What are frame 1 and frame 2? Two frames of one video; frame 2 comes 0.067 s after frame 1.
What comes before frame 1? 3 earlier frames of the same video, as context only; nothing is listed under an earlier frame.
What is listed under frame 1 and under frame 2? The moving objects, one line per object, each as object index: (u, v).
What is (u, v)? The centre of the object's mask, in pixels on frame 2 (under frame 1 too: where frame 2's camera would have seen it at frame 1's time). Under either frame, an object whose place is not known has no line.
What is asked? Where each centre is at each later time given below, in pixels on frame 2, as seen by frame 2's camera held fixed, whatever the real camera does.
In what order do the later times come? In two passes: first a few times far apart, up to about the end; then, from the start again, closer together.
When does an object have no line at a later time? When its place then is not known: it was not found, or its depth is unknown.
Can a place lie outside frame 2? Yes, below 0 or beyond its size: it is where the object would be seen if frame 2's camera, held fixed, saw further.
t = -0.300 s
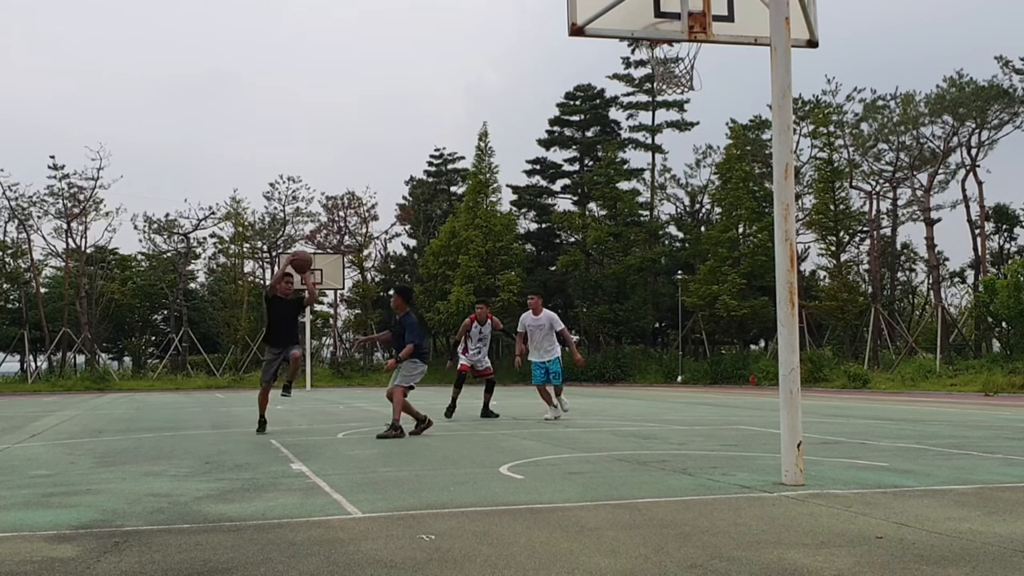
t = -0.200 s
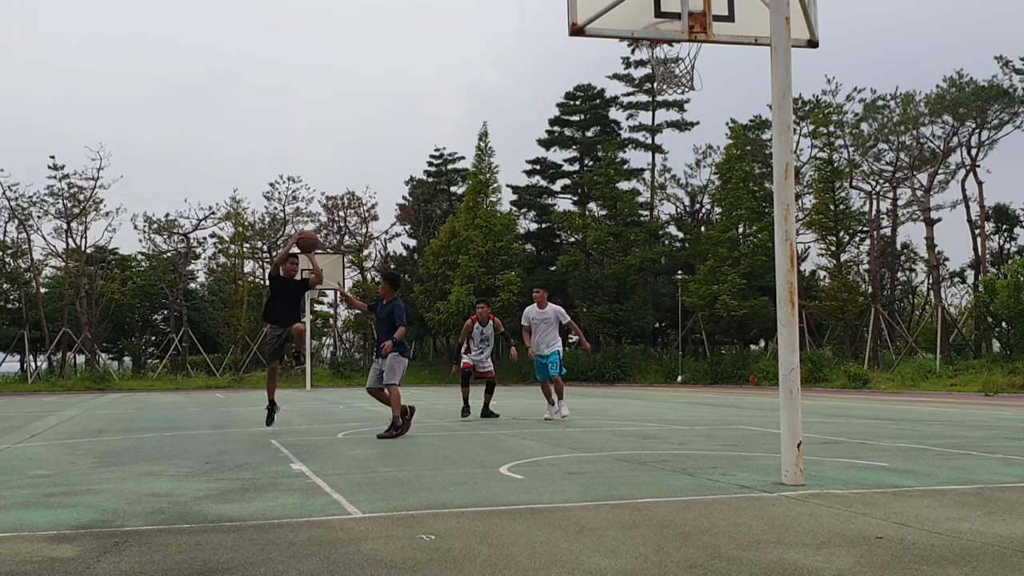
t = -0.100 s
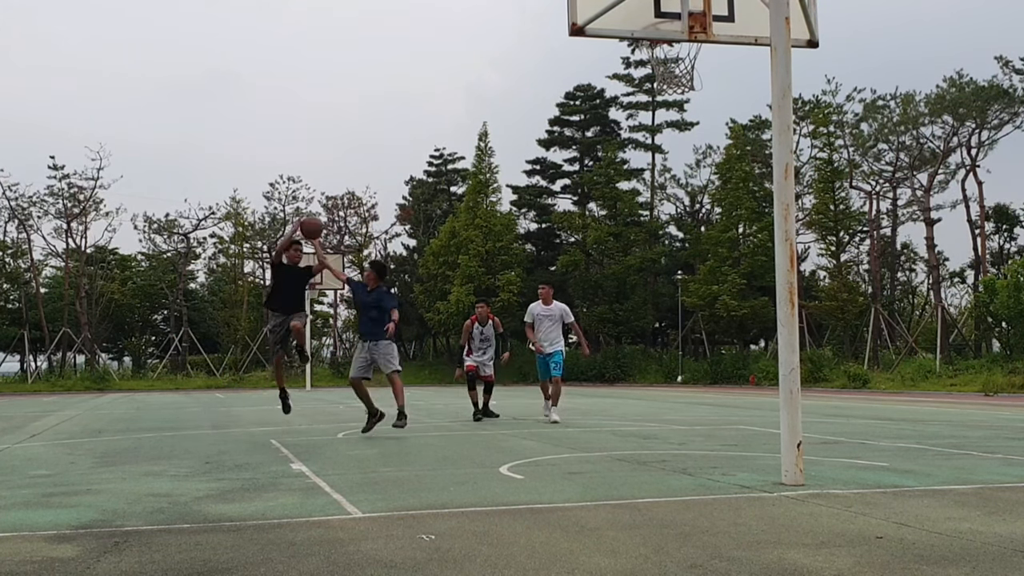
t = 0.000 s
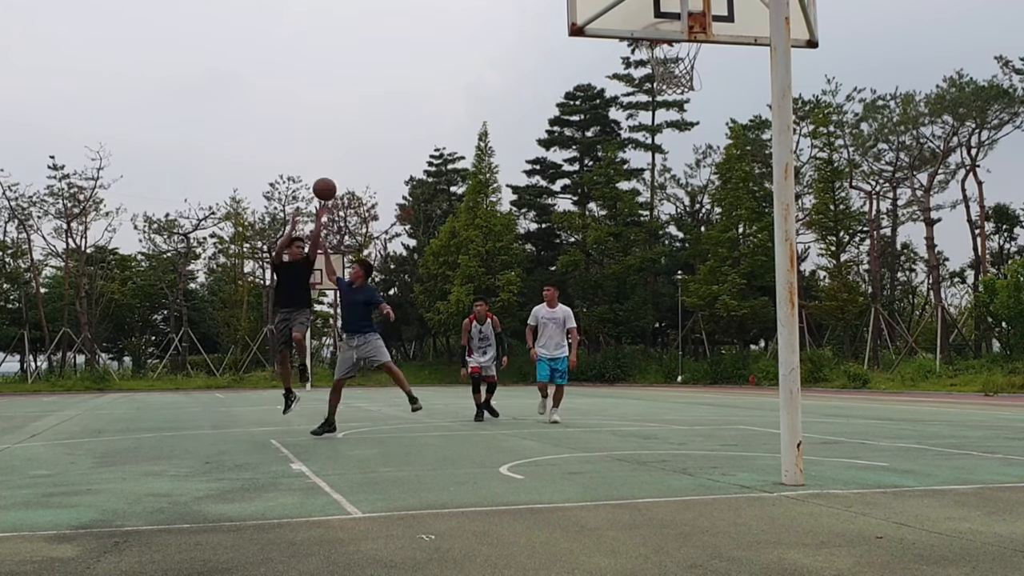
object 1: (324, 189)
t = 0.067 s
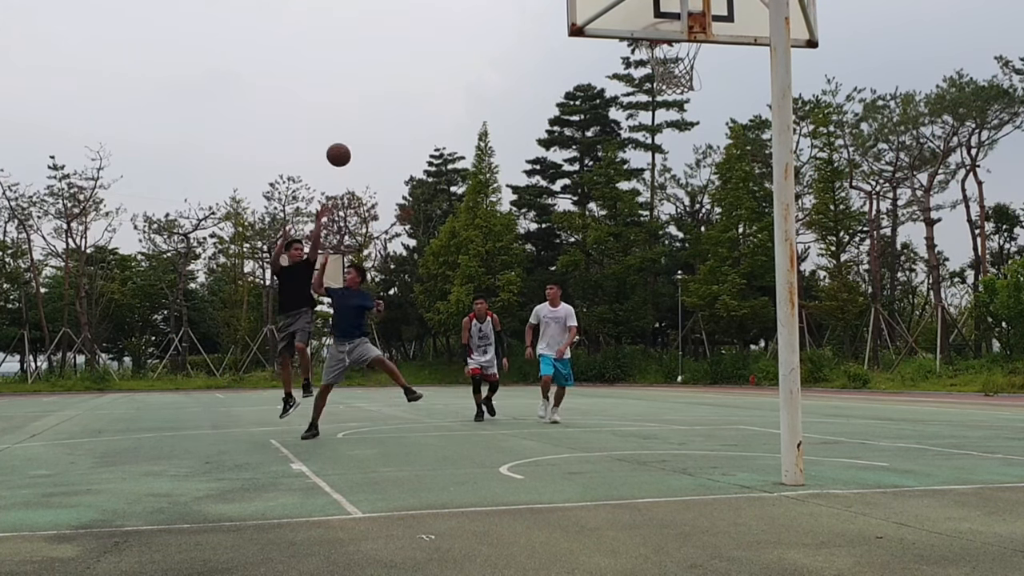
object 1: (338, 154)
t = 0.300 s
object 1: (393, 58)
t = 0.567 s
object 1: (467, 7)
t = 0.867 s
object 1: (573, 39)
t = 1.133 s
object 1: (713, 201)
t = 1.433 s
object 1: (901, 371)
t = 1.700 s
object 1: (1005, 96)
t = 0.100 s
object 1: (345, 138)
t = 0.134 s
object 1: (353, 123)
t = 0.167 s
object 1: (361, 108)
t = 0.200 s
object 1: (368, 95)
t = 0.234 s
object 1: (376, 82)
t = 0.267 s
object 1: (384, 70)
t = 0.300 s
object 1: (393, 58)
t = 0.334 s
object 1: (401, 48)
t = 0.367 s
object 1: (409, 38)
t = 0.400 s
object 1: (418, 29)
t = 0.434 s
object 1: (428, 21)
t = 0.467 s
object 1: (437, 14)
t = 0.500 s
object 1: (447, 11)
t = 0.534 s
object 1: (456, 8)
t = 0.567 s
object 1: (467, 7)
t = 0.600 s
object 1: (477, 6)
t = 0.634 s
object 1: (488, 6)
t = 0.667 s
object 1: (500, 6)
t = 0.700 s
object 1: (511, 7)
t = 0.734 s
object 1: (523, 9)
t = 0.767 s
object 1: (535, 11)
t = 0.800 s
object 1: (548, 16)
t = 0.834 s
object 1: (558, 24)
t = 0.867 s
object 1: (573, 39)
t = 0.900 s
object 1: (591, 50)
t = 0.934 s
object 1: (606, 61)
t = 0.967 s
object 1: (622, 78)
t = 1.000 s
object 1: (638, 97)
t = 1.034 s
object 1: (656, 119)
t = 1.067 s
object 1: (674, 143)
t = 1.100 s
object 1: (693, 171)
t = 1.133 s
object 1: (713, 201)
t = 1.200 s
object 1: (757, 273)
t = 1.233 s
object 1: (779, 315)
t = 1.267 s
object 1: (804, 362)
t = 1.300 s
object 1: (833, 415)
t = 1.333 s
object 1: (862, 472)
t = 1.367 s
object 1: (876, 453)
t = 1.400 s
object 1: (889, 412)
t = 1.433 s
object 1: (901, 371)
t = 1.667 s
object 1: (995, 125)
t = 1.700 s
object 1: (1005, 96)
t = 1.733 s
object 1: (1011, 69)
